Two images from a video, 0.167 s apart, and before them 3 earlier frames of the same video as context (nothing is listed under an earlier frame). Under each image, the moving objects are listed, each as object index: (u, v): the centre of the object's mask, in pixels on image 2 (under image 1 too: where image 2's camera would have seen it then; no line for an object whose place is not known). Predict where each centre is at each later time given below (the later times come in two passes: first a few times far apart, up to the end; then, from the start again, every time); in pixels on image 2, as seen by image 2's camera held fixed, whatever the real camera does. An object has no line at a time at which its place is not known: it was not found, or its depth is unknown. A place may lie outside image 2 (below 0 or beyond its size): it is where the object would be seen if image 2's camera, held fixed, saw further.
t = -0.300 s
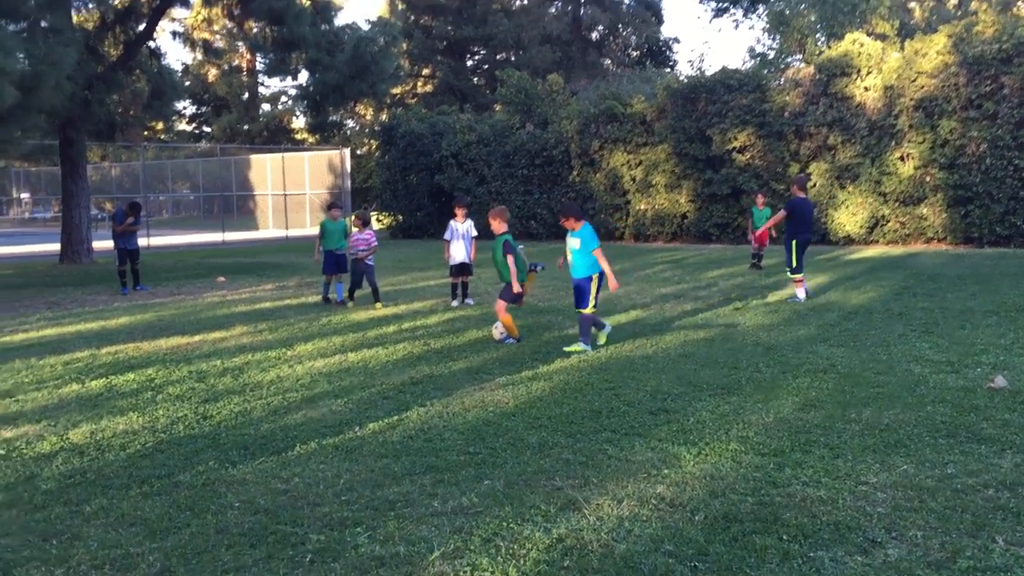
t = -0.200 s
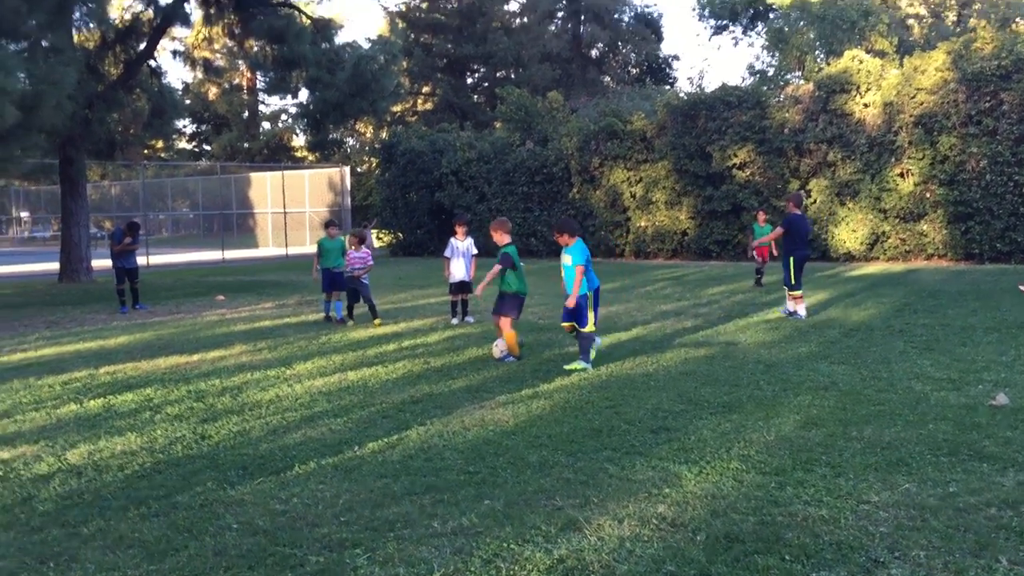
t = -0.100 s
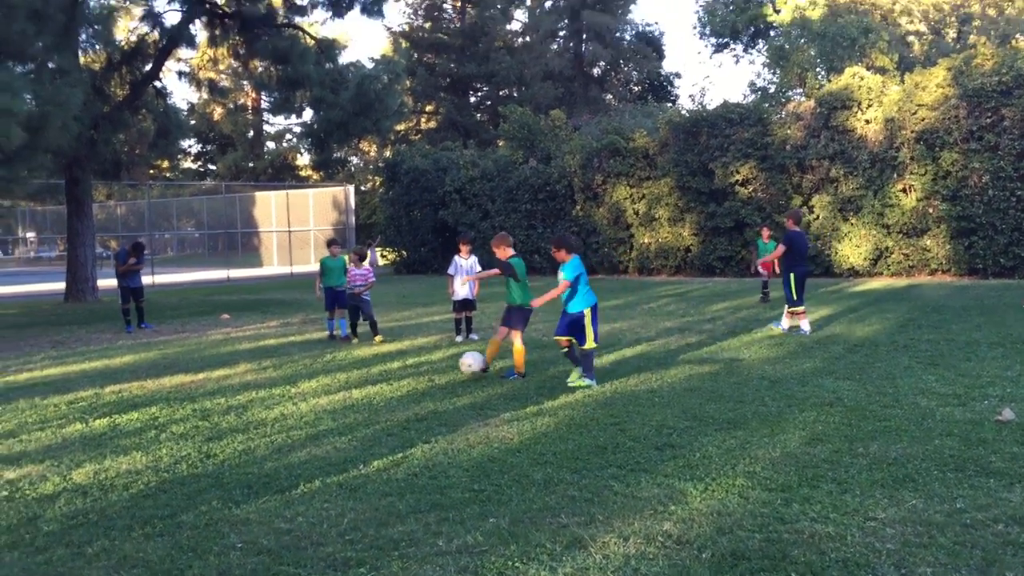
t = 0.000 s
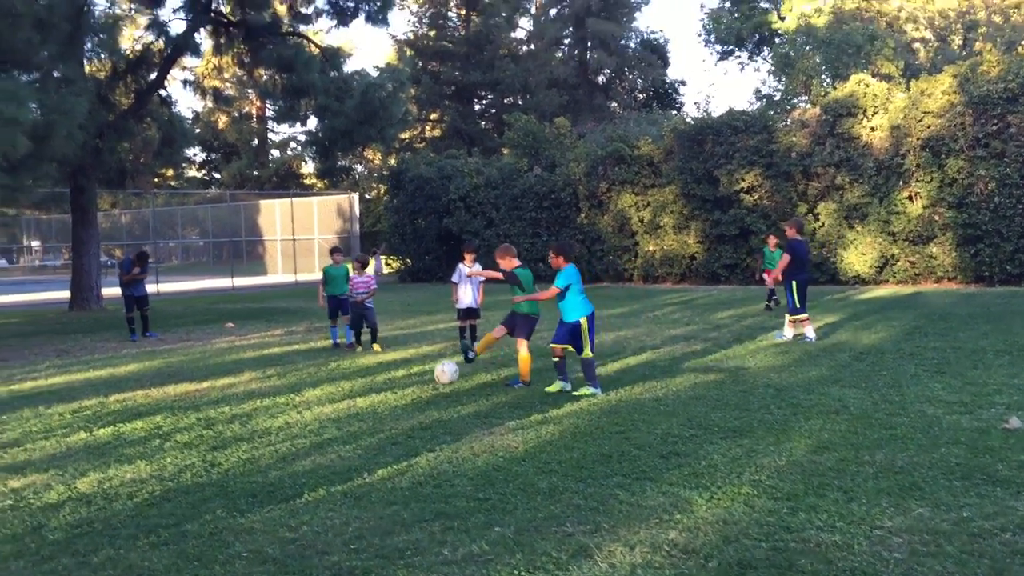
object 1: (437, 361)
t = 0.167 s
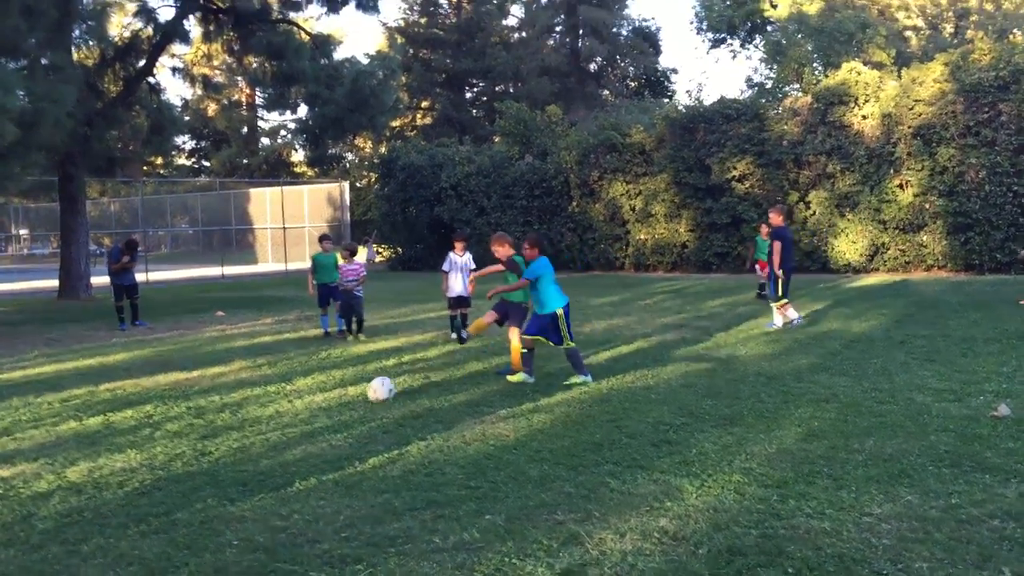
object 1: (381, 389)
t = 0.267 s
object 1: (352, 387)
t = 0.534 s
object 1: (264, 415)
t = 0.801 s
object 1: (163, 440)
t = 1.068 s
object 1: (53, 467)
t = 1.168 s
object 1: (17, 479)
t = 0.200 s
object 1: (372, 389)
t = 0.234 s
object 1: (362, 388)
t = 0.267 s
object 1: (352, 387)
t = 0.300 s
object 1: (342, 388)
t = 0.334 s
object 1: (331, 390)
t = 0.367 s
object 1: (320, 394)
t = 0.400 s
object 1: (310, 400)
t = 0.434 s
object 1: (298, 407)
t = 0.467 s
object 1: (288, 410)
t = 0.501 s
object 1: (276, 412)
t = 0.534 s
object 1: (264, 415)
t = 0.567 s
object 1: (252, 418)
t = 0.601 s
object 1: (240, 421)
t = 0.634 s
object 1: (228, 424)
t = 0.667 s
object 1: (216, 426)
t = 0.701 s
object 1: (202, 430)
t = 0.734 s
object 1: (189, 434)
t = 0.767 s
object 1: (177, 438)
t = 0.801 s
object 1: (163, 440)
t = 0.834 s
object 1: (151, 443)
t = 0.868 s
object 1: (138, 445)
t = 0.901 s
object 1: (124, 448)
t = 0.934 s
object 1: (110, 452)
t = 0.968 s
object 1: (95, 457)
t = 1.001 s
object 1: (81, 460)
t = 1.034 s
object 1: (66, 463)
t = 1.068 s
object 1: (53, 467)
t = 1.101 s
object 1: (38, 471)
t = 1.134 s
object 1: (25, 475)
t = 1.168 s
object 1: (17, 479)
